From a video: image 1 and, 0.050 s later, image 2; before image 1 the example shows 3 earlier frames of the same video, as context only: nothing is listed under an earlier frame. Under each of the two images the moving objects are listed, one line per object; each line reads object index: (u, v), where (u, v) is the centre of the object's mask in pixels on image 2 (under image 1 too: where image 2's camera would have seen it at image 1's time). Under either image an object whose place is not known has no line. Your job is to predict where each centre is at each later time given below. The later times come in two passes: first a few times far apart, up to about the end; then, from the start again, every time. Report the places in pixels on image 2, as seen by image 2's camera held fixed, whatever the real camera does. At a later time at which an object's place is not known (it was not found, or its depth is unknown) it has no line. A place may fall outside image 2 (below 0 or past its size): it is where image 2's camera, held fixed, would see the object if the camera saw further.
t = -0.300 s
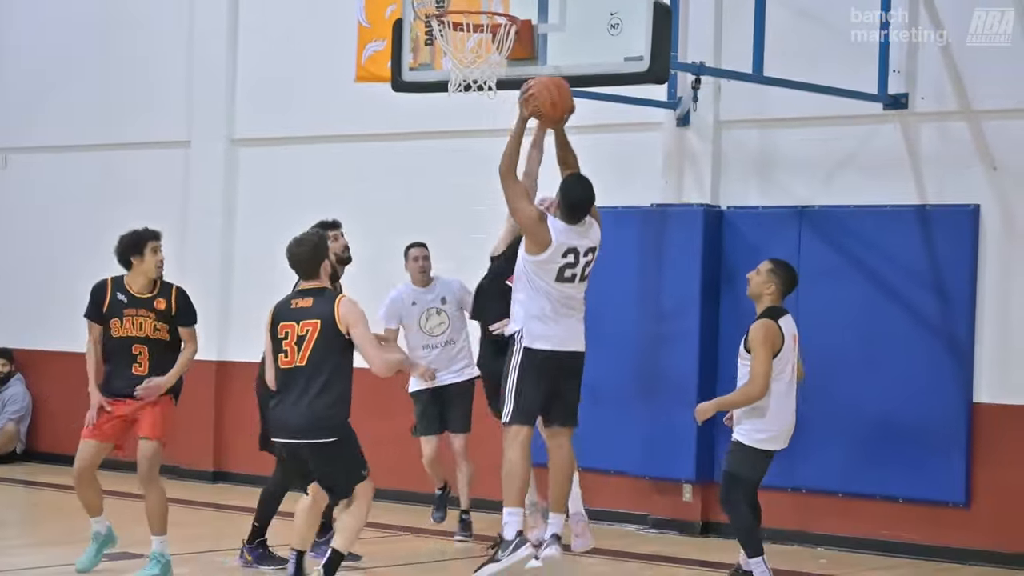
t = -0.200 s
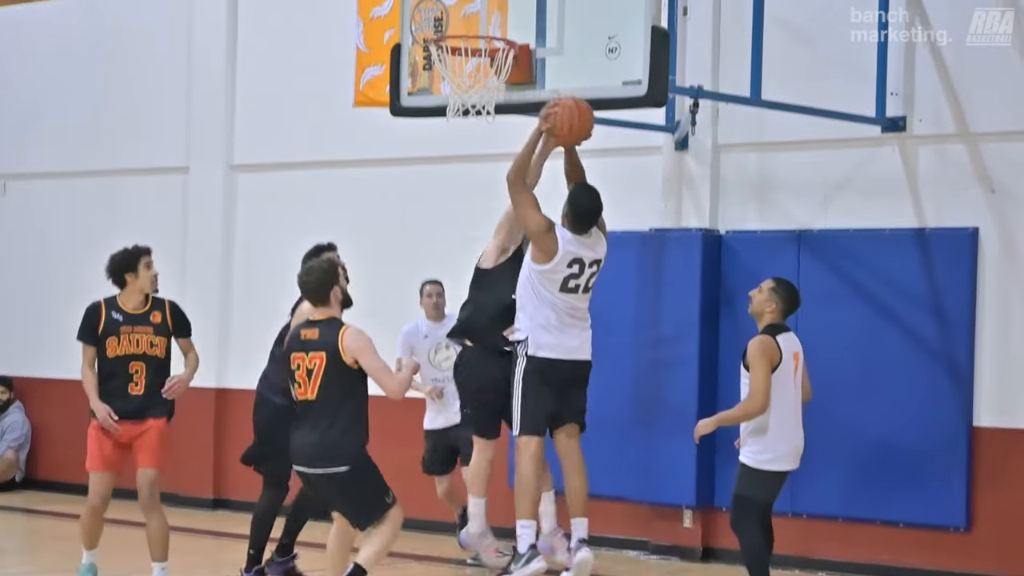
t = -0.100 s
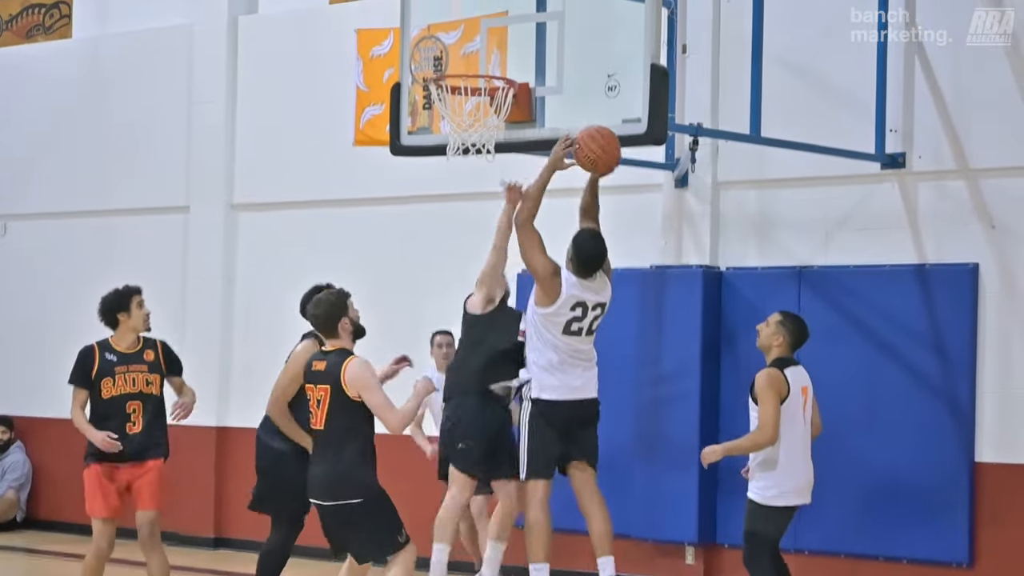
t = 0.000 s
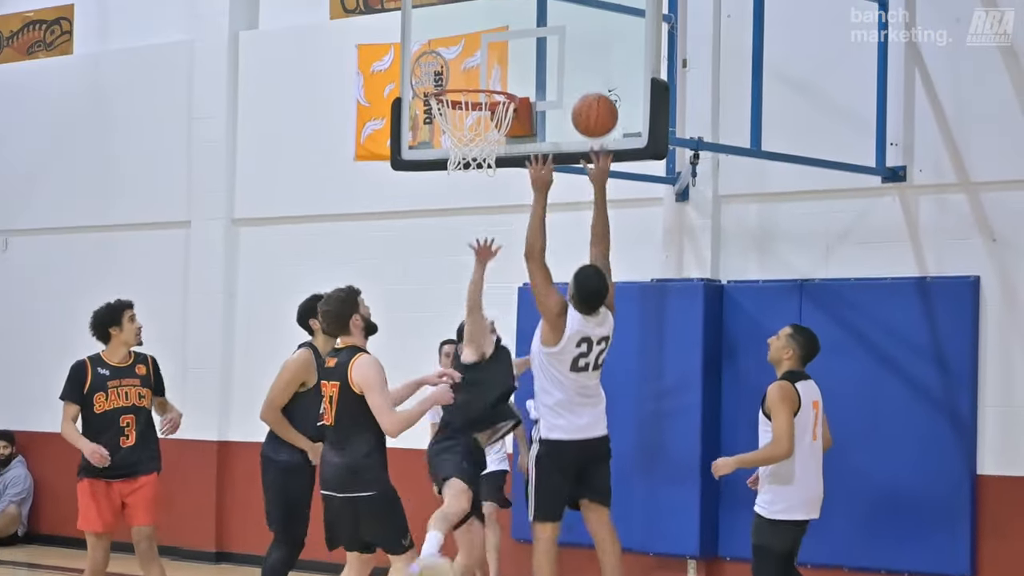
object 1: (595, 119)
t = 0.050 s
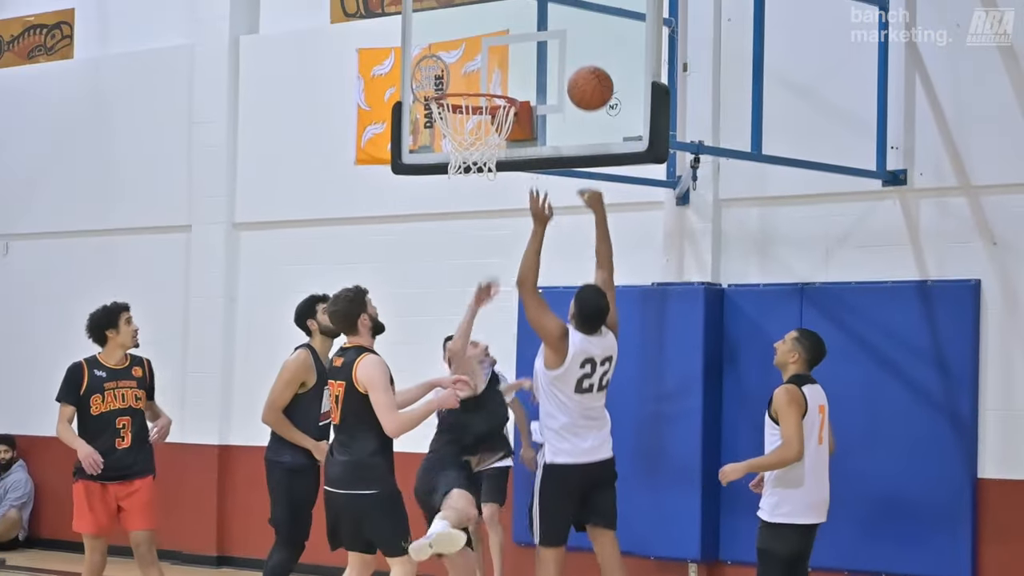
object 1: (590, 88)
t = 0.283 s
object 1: (567, 8)
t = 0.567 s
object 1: (499, 53)
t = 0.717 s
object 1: (456, 131)
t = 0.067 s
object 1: (588, 79)
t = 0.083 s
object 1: (587, 70)
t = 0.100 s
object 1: (585, 62)
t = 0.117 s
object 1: (584, 54)
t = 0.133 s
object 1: (582, 47)
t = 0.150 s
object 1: (580, 41)
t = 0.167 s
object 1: (579, 35)
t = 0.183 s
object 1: (577, 30)
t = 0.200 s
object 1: (576, 25)
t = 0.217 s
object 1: (574, 21)
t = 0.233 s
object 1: (572, 17)
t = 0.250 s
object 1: (571, 14)
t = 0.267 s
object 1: (569, 10)
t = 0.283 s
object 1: (567, 8)
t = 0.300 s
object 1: (565, 7)
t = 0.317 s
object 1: (564, 5)
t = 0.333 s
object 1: (562, 4)
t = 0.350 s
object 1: (560, 5)
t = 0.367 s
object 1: (555, 6)
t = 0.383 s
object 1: (550, 7)
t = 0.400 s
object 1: (546, 8)
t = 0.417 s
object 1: (541, 11)
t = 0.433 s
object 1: (536, 13)
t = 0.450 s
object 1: (532, 16)
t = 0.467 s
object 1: (527, 20)
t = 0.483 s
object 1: (522, 25)
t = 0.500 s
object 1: (518, 29)
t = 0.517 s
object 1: (513, 34)
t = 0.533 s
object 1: (508, 40)
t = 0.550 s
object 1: (504, 46)
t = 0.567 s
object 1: (499, 53)
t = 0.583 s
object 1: (494, 60)
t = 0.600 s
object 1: (490, 68)
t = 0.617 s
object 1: (485, 76)
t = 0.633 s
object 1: (480, 84)
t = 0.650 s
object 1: (475, 93)
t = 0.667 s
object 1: (470, 103)
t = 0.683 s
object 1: (466, 116)
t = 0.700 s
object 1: (462, 122)
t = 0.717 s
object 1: (456, 131)
